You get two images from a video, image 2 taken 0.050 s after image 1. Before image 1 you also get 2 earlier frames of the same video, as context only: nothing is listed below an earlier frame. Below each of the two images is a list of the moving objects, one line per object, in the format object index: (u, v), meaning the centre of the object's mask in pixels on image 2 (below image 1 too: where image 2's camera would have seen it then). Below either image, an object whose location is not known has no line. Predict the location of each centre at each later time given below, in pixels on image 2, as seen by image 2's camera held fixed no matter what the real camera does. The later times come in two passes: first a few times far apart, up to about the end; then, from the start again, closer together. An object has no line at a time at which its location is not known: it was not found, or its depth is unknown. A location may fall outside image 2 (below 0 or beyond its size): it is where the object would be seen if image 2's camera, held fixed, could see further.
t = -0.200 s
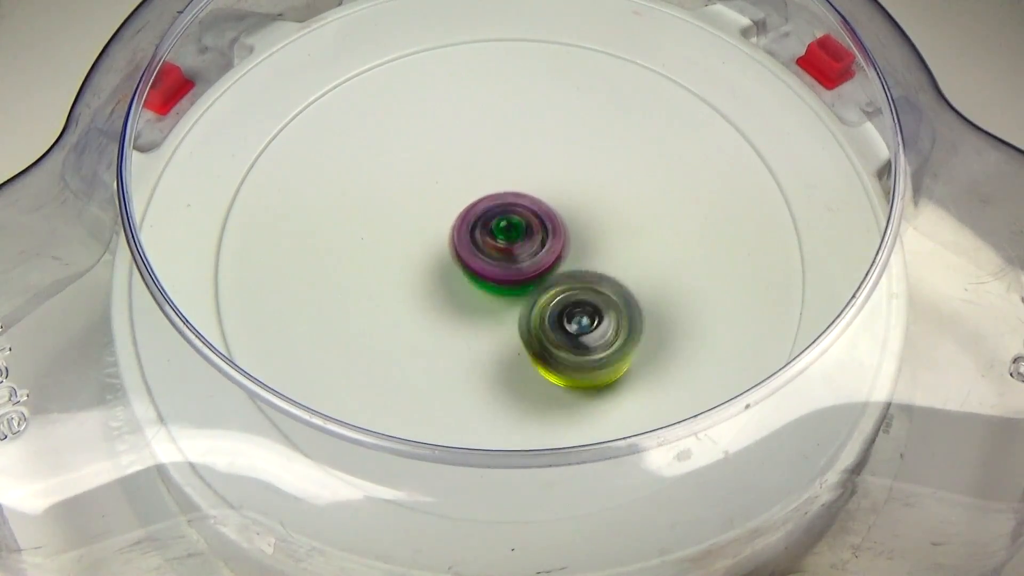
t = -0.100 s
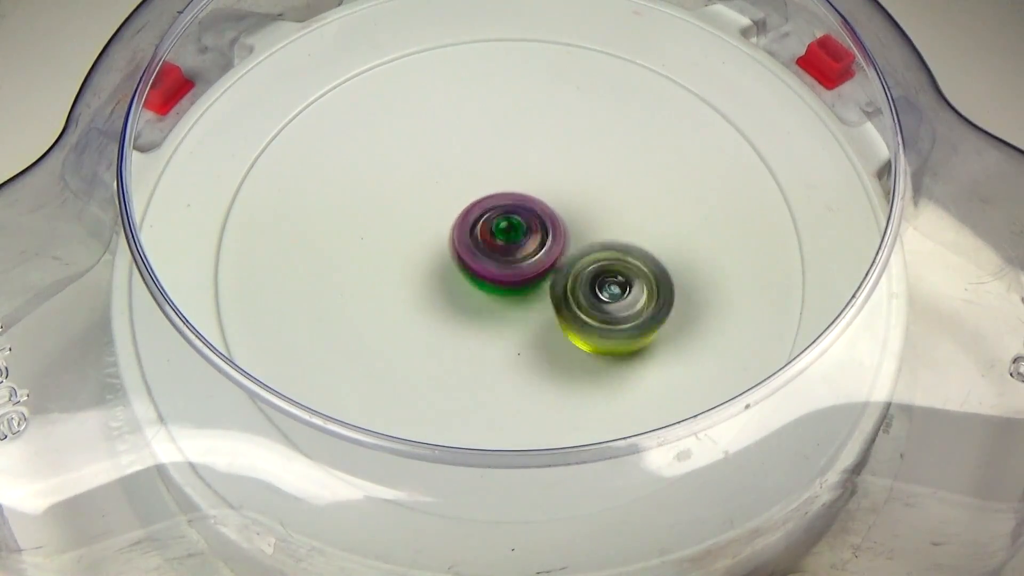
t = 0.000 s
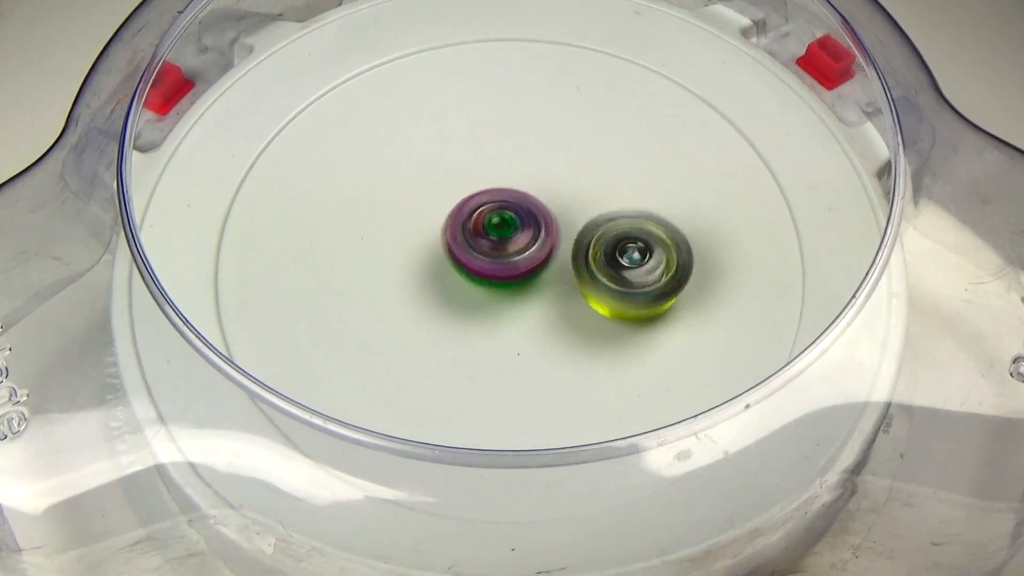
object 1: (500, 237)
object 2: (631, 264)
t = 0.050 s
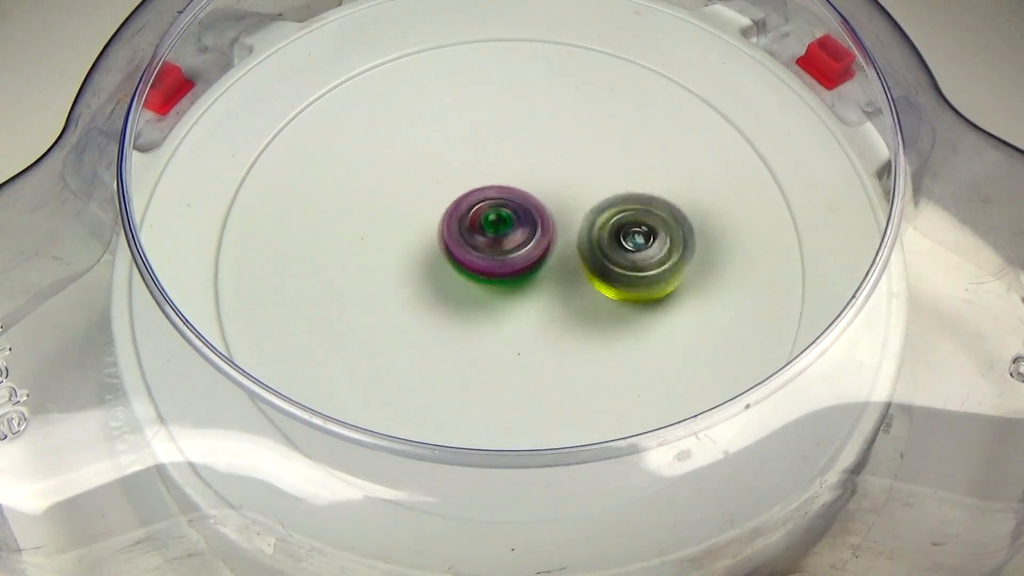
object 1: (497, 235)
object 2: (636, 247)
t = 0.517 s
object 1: (480, 243)
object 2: (546, 158)
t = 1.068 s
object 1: (423, 344)
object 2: (559, 133)
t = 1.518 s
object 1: (489, 279)
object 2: (598, 185)
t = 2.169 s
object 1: (443, 237)
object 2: (632, 251)
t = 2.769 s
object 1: (534, 223)
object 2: (506, 330)
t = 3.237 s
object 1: (544, 251)
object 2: (382, 239)
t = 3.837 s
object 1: (500, 246)
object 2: (526, 146)
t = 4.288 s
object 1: (486, 227)
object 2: (649, 211)
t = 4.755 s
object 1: (502, 238)
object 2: (572, 328)
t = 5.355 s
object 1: (538, 224)
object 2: (363, 272)
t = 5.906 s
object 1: (538, 257)
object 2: (493, 142)
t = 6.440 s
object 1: (478, 254)
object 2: (633, 226)
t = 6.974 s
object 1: (503, 212)
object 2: (488, 342)
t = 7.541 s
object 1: (534, 250)
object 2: (422, 183)
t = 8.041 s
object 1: (493, 260)
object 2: (585, 166)
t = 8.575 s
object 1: (499, 222)
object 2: (564, 325)
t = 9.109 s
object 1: (537, 239)
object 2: (390, 247)
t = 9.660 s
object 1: (509, 262)
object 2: (524, 156)
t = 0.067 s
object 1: (497, 234)
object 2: (635, 241)
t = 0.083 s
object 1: (494, 233)
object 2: (634, 236)
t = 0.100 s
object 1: (495, 233)
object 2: (633, 231)
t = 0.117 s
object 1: (495, 232)
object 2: (632, 225)
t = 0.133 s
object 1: (493, 232)
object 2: (630, 220)
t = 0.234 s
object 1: (495, 232)
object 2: (609, 194)
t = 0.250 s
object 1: (496, 232)
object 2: (605, 190)
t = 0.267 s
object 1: (495, 234)
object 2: (602, 186)
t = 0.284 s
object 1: (490, 234)
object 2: (601, 182)
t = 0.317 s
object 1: (486, 237)
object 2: (596, 175)
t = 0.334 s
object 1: (483, 237)
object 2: (592, 171)
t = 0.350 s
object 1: (483, 238)
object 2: (589, 169)
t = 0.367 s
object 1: (482, 239)
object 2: (585, 166)
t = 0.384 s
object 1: (480, 239)
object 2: (581, 165)
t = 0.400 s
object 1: (481, 239)
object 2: (577, 163)
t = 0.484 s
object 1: (480, 240)
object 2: (553, 160)
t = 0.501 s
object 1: (482, 240)
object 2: (548, 160)
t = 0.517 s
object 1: (480, 243)
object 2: (546, 158)
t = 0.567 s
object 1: (467, 256)
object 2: (547, 145)
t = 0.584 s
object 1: (461, 259)
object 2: (547, 142)
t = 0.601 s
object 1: (460, 262)
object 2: (545, 140)
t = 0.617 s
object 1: (458, 264)
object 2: (544, 137)
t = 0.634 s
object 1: (455, 267)
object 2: (544, 136)
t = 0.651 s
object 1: (456, 268)
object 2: (542, 134)
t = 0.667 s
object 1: (456, 268)
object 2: (540, 134)
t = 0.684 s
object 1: (455, 269)
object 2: (538, 133)
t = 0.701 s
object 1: (457, 269)
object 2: (537, 134)
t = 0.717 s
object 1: (457, 269)
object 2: (534, 135)
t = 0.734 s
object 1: (458, 270)
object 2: (532, 136)
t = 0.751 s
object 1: (459, 270)
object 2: (530, 138)
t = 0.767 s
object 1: (458, 269)
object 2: (529, 140)
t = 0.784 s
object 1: (460, 270)
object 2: (526, 143)
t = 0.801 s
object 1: (462, 270)
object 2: (524, 146)
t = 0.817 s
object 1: (460, 270)
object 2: (522, 149)
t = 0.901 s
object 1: (465, 269)
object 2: (512, 171)
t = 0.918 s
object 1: (466, 270)
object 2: (511, 176)
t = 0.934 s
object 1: (465, 273)
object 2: (511, 179)
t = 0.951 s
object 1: (455, 284)
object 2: (520, 171)
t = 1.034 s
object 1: (427, 332)
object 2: (552, 140)
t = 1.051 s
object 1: (423, 340)
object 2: (557, 137)
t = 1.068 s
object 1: (423, 344)
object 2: (559, 133)
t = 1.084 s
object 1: (422, 347)
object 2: (562, 129)
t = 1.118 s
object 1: (426, 353)
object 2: (566, 126)
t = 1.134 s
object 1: (427, 356)
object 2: (569, 124)
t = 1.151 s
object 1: (431, 356)
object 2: (570, 124)
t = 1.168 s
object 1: (435, 357)
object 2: (571, 123)
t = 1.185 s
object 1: (439, 356)
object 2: (573, 123)
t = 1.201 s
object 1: (445, 356)
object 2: (573, 124)
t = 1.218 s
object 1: (448, 354)
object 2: (575, 125)
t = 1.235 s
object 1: (455, 350)
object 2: (575, 127)
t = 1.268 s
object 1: (465, 345)
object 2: (576, 131)
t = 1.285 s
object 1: (471, 341)
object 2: (577, 135)
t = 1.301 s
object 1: (474, 336)
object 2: (576, 138)
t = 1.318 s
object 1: (480, 332)
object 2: (577, 141)
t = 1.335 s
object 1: (485, 327)
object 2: (577, 145)
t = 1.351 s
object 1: (488, 322)
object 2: (576, 149)
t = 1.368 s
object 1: (493, 317)
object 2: (576, 154)
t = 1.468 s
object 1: (505, 280)
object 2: (575, 185)
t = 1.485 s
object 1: (507, 274)
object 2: (575, 191)
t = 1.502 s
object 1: (503, 274)
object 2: (582, 191)
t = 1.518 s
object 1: (489, 279)
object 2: (598, 185)
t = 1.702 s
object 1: (412, 296)
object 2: (679, 133)
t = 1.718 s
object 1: (409, 296)
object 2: (679, 133)
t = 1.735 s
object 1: (410, 296)
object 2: (679, 132)
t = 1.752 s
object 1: (411, 294)
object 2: (680, 132)
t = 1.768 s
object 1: (413, 293)
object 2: (679, 134)
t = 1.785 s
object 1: (416, 292)
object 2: (678, 135)
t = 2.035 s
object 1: (471, 257)
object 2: (605, 207)
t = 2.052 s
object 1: (477, 254)
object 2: (598, 215)
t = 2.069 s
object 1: (478, 250)
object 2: (594, 221)
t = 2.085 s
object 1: (473, 248)
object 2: (600, 226)
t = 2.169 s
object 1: (443, 237)
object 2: (632, 251)
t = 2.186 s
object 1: (438, 236)
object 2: (636, 256)
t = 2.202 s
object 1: (438, 235)
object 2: (640, 260)
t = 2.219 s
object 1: (436, 233)
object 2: (643, 265)
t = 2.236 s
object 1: (437, 232)
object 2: (644, 270)
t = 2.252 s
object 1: (437, 231)
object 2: (646, 273)
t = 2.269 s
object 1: (439, 232)
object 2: (646, 278)
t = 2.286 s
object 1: (441, 231)
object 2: (648, 282)
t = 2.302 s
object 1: (442, 232)
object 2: (647, 286)
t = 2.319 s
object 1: (445, 232)
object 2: (646, 290)
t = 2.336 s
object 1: (446, 232)
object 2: (646, 294)
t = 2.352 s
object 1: (450, 232)
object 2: (644, 298)
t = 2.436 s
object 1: (469, 229)
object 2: (630, 314)
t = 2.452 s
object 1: (472, 229)
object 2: (626, 317)
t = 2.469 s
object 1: (477, 228)
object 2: (622, 319)
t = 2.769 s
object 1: (534, 223)
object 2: (506, 330)
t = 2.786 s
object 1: (536, 224)
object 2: (499, 329)
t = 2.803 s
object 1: (538, 224)
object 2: (492, 328)
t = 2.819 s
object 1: (539, 226)
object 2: (485, 326)
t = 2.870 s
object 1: (543, 228)
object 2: (464, 320)
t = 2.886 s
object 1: (543, 229)
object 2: (457, 318)
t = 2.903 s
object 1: (545, 229)
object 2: (450, 315)
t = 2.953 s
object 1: (546, 231)
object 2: (433, 306)
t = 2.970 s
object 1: (548, 233)
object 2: (426, 303)
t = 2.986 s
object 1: (549, 233)
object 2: (421, 300)
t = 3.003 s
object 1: (549, 235)
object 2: (416, 296)
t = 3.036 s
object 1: (549, 239)
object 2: (407, 289)
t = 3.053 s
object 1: (550, 239)
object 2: (403, 285)
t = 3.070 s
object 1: (548, 241)
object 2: (399, 281)
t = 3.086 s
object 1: (550, 242)
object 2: (396, 278)
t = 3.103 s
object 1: (547, 243)
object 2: (392, 274)
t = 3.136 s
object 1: (547, 245)
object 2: (388, 265)
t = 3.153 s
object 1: (548, 246)
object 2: (386, 261)
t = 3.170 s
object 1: (546, 247)
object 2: (384, 257)
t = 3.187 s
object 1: (546, 248)
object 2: (383, 253)
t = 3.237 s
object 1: (544, 251)
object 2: (382, 239)
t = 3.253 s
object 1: (542, 252)
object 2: (382, 235)
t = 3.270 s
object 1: (542, 253)
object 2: (384, 231)
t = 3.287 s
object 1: (540, 254)
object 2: (384, 227)
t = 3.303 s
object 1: (540, 254)
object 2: (385, 223)
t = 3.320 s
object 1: (537, 255)
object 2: (387, 218)
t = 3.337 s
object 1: (536, 256)
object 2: (389, 214)
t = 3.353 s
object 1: (533, 256)
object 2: (392, 210)
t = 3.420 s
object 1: (528, 257)
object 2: (403, 196)
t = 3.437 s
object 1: (527, 257)
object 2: (407, 193)
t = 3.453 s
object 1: (526, 257)
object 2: (410, 189)
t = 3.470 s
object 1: (525, 258)
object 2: (415, 186)
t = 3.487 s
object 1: (524, 258)
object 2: (419, 183)
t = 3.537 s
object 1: (519, 258)
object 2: (433, 175)
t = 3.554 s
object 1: (519, 258)
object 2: (438, 172)
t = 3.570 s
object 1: (516, 257)
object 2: (442, 169)
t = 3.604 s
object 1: (513, 257)
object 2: (453, 164)
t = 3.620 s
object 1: (513, 256)
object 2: (459, 162)
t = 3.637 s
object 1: (510, 256)
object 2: (463, 160)
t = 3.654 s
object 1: (511, 255)
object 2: (468, 159)
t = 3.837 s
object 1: (500, 246)
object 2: (526, 146)
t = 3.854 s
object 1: (499, 246)
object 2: (533, 146)
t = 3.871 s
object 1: (499, 245)
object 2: (538, 147)
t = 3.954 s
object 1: (496, 240)
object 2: (562, 152)
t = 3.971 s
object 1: (497, 239)
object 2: (567, 153)
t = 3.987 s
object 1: (495, 238)
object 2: (572, 155)
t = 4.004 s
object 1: (497, 237)
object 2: (577, 157)
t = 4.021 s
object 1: (495, 236)
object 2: (581, 160)
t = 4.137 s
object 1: (498, 227)
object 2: (607, 181)
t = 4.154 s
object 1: (499, 226)
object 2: (611, 185)
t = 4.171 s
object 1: (498, 225)
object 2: (616, 189)
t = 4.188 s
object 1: (495, 225)
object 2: (623, 191)
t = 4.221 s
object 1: (490, 225)
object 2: (633, 197)
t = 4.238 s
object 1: (489, 226)
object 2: (638, 201)
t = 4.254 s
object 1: (488, 226)
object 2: (642, 203)
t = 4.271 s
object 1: (486, 227)
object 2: (646, 207)
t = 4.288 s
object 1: (486, 227)
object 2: (649, 211)
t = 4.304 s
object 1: (485, 227)
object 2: (651, 215)
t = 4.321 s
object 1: (485, 228)
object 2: (654, 219)
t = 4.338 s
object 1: (484, 229)
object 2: (655, 224)
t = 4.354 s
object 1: (485, 229)
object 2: (656, 228)
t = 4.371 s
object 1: (485, 230)
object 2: (656, 233)
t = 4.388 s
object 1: (486, 230)
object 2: (656, 237)
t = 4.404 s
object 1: (485, 231)
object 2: (655, 241)
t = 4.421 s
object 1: (487, 232)
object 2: (655, 245)
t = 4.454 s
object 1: (488, 232)
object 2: (652, 254)
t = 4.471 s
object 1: (488, 233)
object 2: (650, 259)
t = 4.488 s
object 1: (490, 233)
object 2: (647, 264)
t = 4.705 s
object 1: (501, 240)
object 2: (589, 316)
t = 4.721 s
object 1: (502, 241)
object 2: (583, 319)
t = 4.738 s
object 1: (502, 240)
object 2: (578, 324)
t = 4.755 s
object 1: (502, 238)
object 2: (572, 328)
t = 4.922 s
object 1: (503, 238)
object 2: (508, 346)
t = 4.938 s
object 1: (502, 238)
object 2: (502, 346)
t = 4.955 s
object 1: (503, 238)
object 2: (495, 345)
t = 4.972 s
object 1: (502, 239)
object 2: (488, 345)
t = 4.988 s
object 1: (503, 239)
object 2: (481, 343)
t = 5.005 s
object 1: (503, 240)
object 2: (475, 342)
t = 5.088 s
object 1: (505, 238)
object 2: (444, 332)
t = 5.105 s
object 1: (504, 238)
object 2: (438, 329)
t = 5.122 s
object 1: (505, 238)
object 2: (433, 326)
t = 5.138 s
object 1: (504, 238)
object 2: (428, 322)
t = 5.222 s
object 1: (504, 239)
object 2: (409, 301)
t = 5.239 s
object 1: (505, 239)
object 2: (405, 297)
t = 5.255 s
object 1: (511, 234)
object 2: (395, 293)
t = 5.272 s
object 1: (517, 232)
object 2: (387, 290)
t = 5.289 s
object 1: (523, 229)
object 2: (379, 287)
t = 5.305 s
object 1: (527, 228)
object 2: (374, 283)
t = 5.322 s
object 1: (531, 226)
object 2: (369, 280)
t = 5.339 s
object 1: (535, 225)
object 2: (366, 276)
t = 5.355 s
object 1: (538, 224)
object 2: (363, 272)
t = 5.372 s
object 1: (540, 223)
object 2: (362, 267)
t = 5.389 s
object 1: (541, 223)
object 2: (360, 263)
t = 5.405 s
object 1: (543, 222)
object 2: (360, 258)
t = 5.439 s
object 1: (545, 222)
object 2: (361, 249)
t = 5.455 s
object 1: (546, 222)
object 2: (362, 244)
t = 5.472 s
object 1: (547, 222)
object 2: (365, 240)
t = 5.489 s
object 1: (547, 223)
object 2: (366, 235)
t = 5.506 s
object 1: (548, 223)
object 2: (370, 231)
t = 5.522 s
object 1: (548, 224)
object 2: (373, 226)
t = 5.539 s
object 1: (548, 224)
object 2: (377, 222)
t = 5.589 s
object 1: (547, 225)
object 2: (389, 209)
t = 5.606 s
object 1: (546, 225)
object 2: (396, 205)
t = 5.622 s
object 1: (545, 227)
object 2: (400, 201)
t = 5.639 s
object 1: (544, 227)
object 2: (406, 197)
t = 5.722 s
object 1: (541, 234)
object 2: (434, 178)
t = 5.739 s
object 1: (539, 235)
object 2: (442, 175)
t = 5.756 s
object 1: (539, 236)
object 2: (447, 172)
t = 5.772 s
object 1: (539, 239)
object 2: (452, 167)
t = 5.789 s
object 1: (541, 241)
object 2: (455, 161)
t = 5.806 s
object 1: (542, 244)
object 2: (460, 157)
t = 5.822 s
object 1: (542, 247)
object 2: (464, 153)
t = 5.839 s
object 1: (542, 249)
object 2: (470, 150)
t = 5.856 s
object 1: (540, 250)
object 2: (475, 147)
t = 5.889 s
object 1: (538, 254)
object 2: (486, 143)
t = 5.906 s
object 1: (538, 257)
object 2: (493, 142)
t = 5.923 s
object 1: (535, 258)
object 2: (498, 140)
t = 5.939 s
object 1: (535, 260)
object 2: (505, 139)
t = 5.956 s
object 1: (532, 261)
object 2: (510, 138)
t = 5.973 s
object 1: (532, 262)
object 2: (517, 138)
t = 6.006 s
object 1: (528, 264)
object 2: (529, 137)
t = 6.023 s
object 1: (526, 266)
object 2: (535, 137)
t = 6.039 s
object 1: (524, 266)
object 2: (541, 137)
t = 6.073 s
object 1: (519, 267)
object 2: (553, 139)
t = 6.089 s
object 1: (517, 268)
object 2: (559, 141)
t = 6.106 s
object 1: (513, 268)
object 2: (564, 143)
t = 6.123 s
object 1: (512, 269)
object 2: (570, 145)
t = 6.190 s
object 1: (504, 269)
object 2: (590, 157)
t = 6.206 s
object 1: (501, 270)
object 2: (594, 160)
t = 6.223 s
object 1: (500, 269)
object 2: (599, 164)
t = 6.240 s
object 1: (497, 268)
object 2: (603, 167)
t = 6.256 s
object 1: (495, 268)
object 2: (608, 171)
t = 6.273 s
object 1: (493, 267)
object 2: (611, 175)
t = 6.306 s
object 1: (490, 266)
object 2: (617, 184)
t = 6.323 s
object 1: (486, 265)
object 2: (621, 188)
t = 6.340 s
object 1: (486, 264)
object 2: (622, 194)
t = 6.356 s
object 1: (483, 262)
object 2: (626, 198)
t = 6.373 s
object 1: (484, 261)
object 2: (628, 204)
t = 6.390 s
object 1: (481, 260)
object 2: (630, 209)
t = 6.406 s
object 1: (481, 258)
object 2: (631, 215)
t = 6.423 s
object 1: (480, 256)
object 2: (633, 220)
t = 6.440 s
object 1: (478, 254)
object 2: (633, 226)
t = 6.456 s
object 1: (477, 252)
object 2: (634, 231)
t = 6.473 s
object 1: (475, 250)
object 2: (634, 238)
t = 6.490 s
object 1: (475, 249)
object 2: (634, 243)
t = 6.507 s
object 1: (473, 247)
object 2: (633, 249)
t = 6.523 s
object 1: (474, 246)
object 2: (633, 255)
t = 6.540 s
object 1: (473, 244)
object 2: (631, 261)
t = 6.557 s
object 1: (474, 242)
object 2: (630, 266)
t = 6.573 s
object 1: (473, 240)
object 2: (627, 272)
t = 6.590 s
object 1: (474, 238)
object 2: (625, 278)
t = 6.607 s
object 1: (474, 236)
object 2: (622, 283)
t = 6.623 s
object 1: (474, 234)
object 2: (618, 289)
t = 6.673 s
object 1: (476, 230)
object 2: (607, 304)
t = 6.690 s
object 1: (475, 228)
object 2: (601, 309)
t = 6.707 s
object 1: (478, 226)
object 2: (597, 313)
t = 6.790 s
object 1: (484, 219)
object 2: (566, 332)
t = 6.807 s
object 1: (484, 217)
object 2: (560, 334)
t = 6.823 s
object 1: (487, 217)
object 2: (553, 337)
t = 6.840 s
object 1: (487, 216)
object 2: (546, 339)
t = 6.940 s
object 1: (499, 212)
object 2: (503, 344)
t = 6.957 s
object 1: (499, 211)
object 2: (496, 343)
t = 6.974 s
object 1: (503, 212)
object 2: (488, 342)
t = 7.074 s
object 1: (513, 212)
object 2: (448, 328)
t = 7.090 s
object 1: (515, 213)
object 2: (443, 325)
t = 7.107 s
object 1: (516, 212)
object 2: (438, 321)
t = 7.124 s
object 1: (519, 215)
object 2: (432, 317)
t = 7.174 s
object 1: (522, 218)
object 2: (418, 303)
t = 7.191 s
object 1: (525, 218)
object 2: (413, 298)
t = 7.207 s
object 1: (526, 219)
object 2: (412, 293)
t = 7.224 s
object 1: (527, 219)
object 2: (408, 287)
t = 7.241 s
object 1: (529, 221)
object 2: (405, 282)
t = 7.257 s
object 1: (529, 222)
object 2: (403, 276)
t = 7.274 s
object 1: (531, 225)
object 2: (401, 270)
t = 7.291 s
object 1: (530, 226)
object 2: (400, 265)
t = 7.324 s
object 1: (533, 229)
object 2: (399, 254)
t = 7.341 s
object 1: (535, 230)
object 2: (398, 247)
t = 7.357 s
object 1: (535, 232)
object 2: (399, 242)
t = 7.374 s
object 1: (535, 233)
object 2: (399, 236)
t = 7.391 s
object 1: (536, 235)
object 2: (400, 230)
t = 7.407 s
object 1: (534, 237)
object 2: (400, 224)
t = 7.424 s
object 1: (537, 239)
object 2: (402, 219)
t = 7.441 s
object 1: (535, 241)
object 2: (403, 213)
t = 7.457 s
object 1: (537, 243)
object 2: (406, 208)
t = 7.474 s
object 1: (536, 244)
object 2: (409, 203)
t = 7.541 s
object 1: (534, 250)
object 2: (422, 183)
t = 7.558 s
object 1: (532, 253)
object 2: (425, 179)
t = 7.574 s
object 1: (533, 254)
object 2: (430, 175)
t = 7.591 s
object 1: (531, 256)
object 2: (434, 171)
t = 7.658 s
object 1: (528, 260)
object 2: (455, 158)
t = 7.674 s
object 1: (524, 261)
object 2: (460, 155)
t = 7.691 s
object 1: (525, 263)
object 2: (466, 152)
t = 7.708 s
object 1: (522, 263)
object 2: (471, 150)
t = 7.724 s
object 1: (522, 264)
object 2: (475, 148)
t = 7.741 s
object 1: (520, 264)
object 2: (481, 147)
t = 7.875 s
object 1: (507, 266)
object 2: (532, 144)
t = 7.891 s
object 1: (505, 266)
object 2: (536, 144)
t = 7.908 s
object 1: (502, 265)
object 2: (543, 145)
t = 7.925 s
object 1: (502, 265)
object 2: (548, 147)
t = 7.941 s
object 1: (498, 265)
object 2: (554, 149)
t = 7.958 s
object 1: (499, 264)
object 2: (560, 152)
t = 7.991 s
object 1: (497, 262)
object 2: (572, 157)
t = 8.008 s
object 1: (495, 261)
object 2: (576, 160)
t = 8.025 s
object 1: (492, 261)
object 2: (582, 163)
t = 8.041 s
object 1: (493, 260)
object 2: (585, 166)
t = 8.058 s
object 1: (490, 259)
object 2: (589, 170)
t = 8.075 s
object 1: (491, 258)
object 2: (593, 175)
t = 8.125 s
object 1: (488, 254)
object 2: (606, 188)
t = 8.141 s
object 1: (486, 252)
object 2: (609, 193)
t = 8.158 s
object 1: (487, 252)
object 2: (612, 197)
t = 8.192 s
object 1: (486, 249)
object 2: (617, 207)
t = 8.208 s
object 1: (486, 247)
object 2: (620, 212)
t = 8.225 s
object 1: (486, 245)
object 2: (620, 219)
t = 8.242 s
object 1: (486, 244)
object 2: (622, 224)
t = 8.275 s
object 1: (486, 242)
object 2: (624, 236)
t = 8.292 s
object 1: (484, 240)
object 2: (624, 242)
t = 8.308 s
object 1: (486, 239)
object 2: (623, 248)
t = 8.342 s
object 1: (486, 235)
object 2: (622, 259)
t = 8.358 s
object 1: (487, 234)
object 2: (621, 264)
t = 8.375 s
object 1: (486, 233)
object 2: (618, 270)
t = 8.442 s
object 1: (491, 228)
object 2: (607, 291)
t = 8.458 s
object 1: (491, 227)
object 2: (602, 296)
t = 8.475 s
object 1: (493, 227)
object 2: (599, 301)
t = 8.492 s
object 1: (492, 226)
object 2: (594, 305)
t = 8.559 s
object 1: (499, 223)
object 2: (571, 321)
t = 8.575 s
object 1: (499, 222)
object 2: (564, 325)
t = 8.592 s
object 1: (501, 222)
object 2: (558, 327)
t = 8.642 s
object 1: (505, 221)
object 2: (537, 334)
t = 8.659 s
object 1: (506, 220)
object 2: (531, 336)
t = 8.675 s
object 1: (508, 220)
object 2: (523, 337)
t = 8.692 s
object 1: (507, 220)
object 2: (517, 337)
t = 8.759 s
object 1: (514, 222)
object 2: (489, 335)
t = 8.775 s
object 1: (515, 221)
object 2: (483, 333)
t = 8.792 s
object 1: (517, 222)
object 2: (476, 331)
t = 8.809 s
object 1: (515, 223)
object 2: (469, 329)
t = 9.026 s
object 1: (525, 235)
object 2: (410, 274)
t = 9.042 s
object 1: (524, 236)
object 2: (409, 269)
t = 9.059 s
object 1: (527, 236)
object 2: (407, 264)
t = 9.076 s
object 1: (530, 237)
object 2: (399, 258)
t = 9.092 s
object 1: (534, 238)
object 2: (394, 252)
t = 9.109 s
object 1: (537, 239)
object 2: (390, 247)
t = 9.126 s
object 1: (539, 240)
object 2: (388, 242)
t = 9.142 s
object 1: (543, 240)
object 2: (388, 237)
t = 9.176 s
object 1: (545, 242)
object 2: (387, 226)
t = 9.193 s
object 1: (547, 243)
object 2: (387, 221)
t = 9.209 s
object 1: (545, 245)
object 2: (387, 216)
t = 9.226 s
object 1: (548, 245)
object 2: (389, 212)
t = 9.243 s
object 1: (548, 247)
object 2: (392, 207)
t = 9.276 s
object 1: (548, 249)
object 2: (396, 197)
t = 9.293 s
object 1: (545, 251)
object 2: (398, 193)
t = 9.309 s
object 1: (547, 252)
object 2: (402, 189)
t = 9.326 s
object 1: (546, 253)
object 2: (406, 185)
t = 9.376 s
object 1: (541, 257)
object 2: (419, 173)
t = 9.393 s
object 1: (542, 258)
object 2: (423, 170)
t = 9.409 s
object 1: (540, 259)
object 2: (428, 168)
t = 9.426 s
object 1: (539, 259)
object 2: (435, 166)
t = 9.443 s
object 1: (537, 261)
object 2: (441, 163)
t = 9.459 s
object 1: (533, 261)
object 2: (446, 160)
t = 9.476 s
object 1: (534, 262)
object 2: (451, 158)
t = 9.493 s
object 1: (531, 263)
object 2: (457, 157)
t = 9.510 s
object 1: (530, 262)
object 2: (464, 157)
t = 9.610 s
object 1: (516, 263)
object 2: (503, 154)
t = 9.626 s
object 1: (512, 263)
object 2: (511, 155)
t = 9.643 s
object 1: (512, 263)
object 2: (517, 155)
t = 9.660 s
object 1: (509, 262)
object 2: (524, 156)
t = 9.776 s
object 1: (496, 256)
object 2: (568, 173)
